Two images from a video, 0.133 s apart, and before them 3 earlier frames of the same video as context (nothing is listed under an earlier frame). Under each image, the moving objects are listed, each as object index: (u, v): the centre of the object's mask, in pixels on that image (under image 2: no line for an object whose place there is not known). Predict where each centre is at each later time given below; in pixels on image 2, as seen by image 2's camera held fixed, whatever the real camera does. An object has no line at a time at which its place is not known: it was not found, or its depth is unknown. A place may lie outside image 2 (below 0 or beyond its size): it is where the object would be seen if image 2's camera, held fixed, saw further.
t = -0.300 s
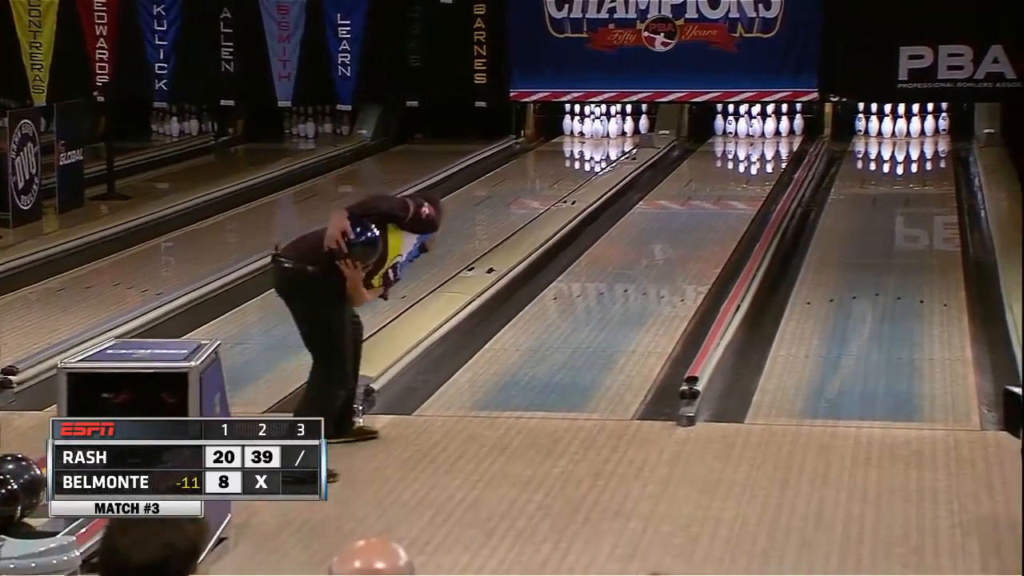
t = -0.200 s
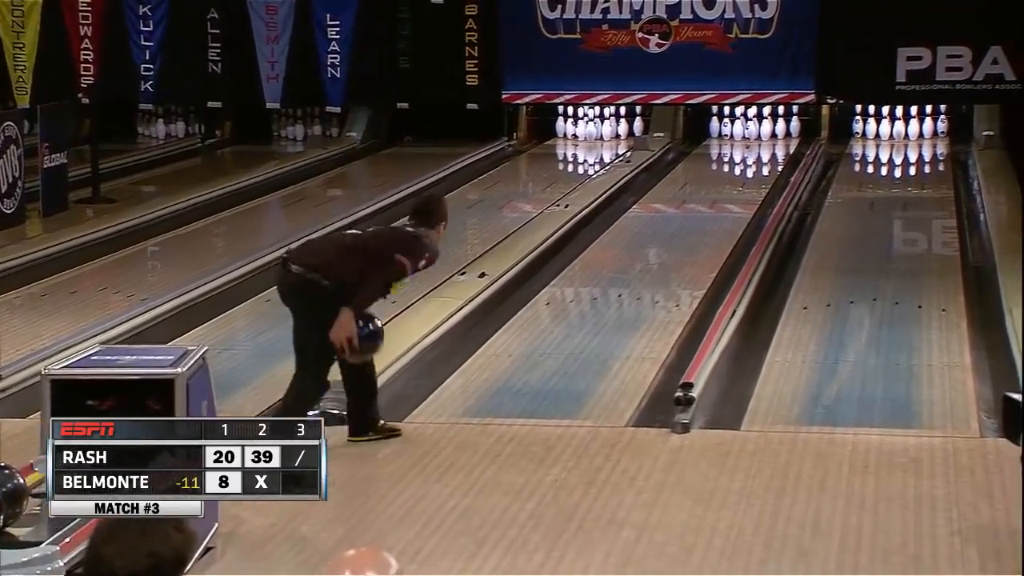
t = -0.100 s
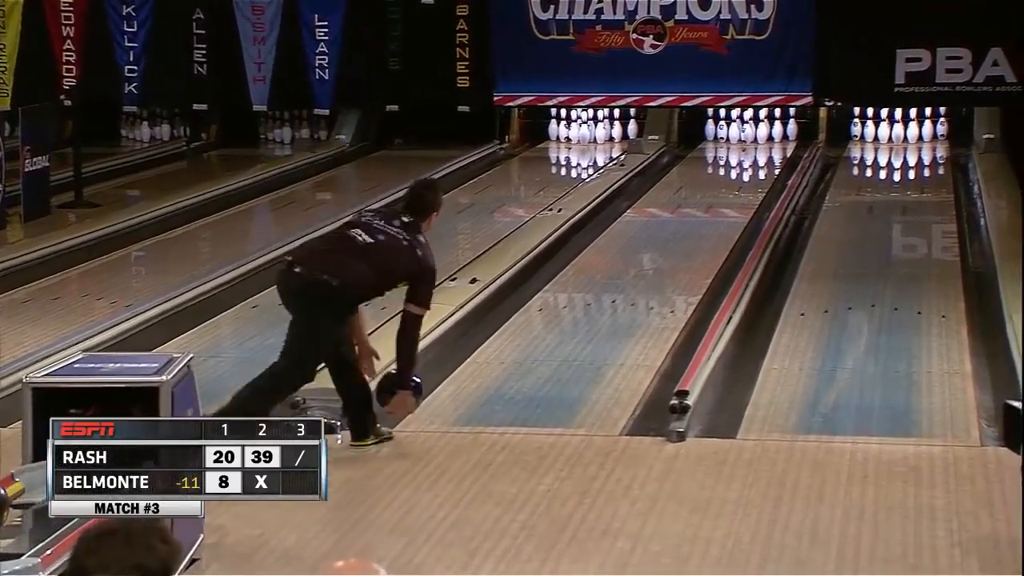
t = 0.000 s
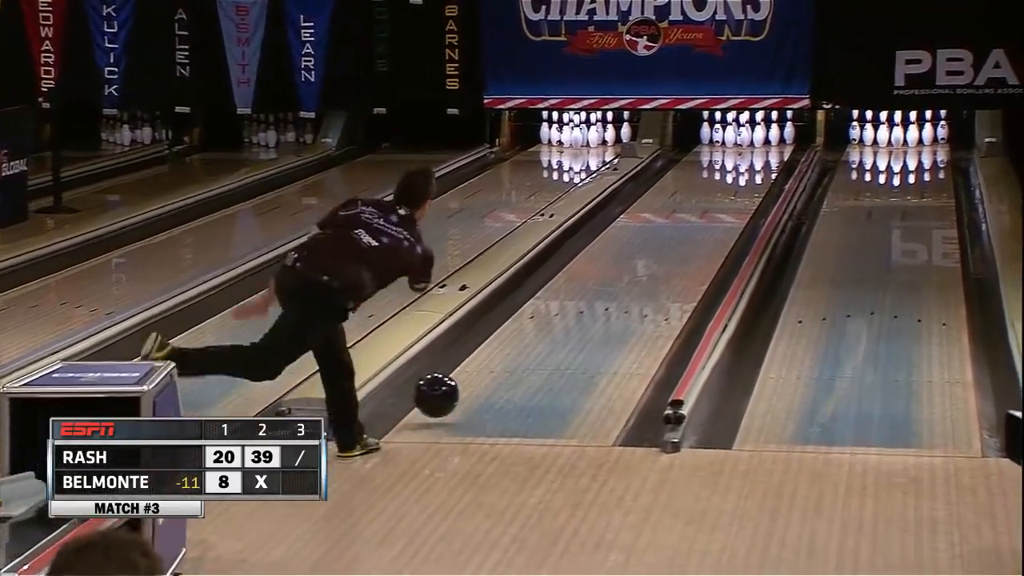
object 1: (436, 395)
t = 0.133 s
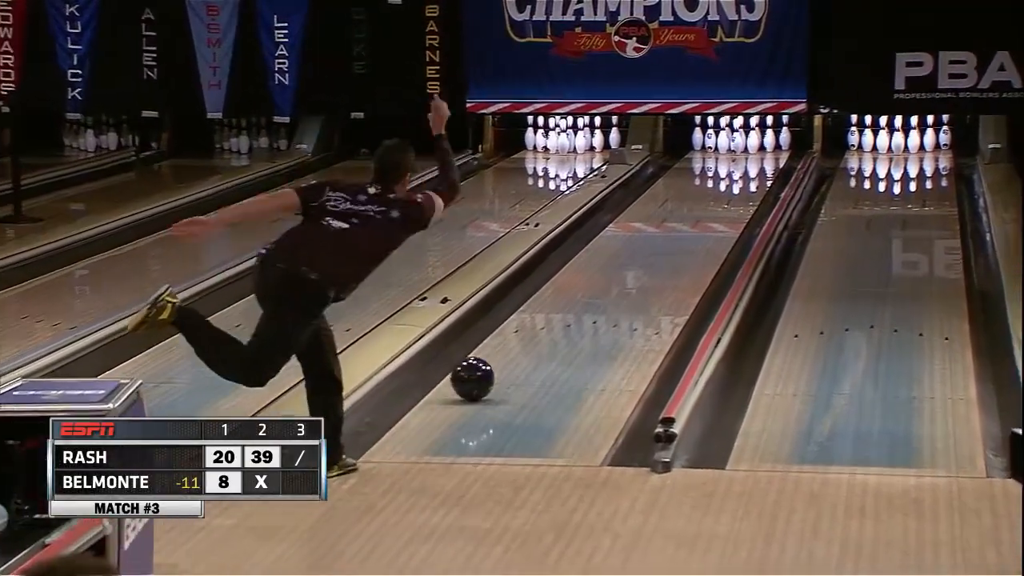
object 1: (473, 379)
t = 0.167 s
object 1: (485, 370)
